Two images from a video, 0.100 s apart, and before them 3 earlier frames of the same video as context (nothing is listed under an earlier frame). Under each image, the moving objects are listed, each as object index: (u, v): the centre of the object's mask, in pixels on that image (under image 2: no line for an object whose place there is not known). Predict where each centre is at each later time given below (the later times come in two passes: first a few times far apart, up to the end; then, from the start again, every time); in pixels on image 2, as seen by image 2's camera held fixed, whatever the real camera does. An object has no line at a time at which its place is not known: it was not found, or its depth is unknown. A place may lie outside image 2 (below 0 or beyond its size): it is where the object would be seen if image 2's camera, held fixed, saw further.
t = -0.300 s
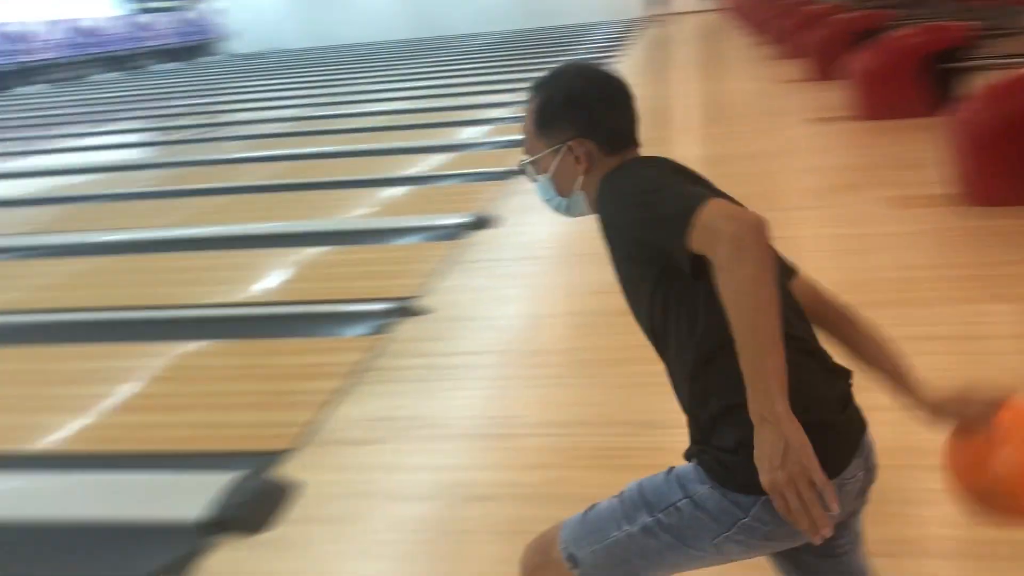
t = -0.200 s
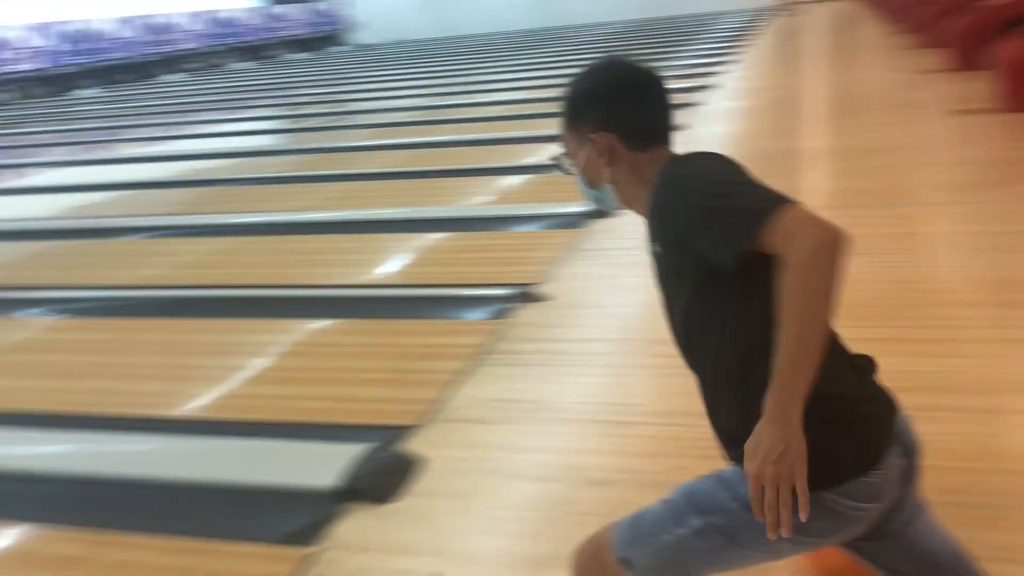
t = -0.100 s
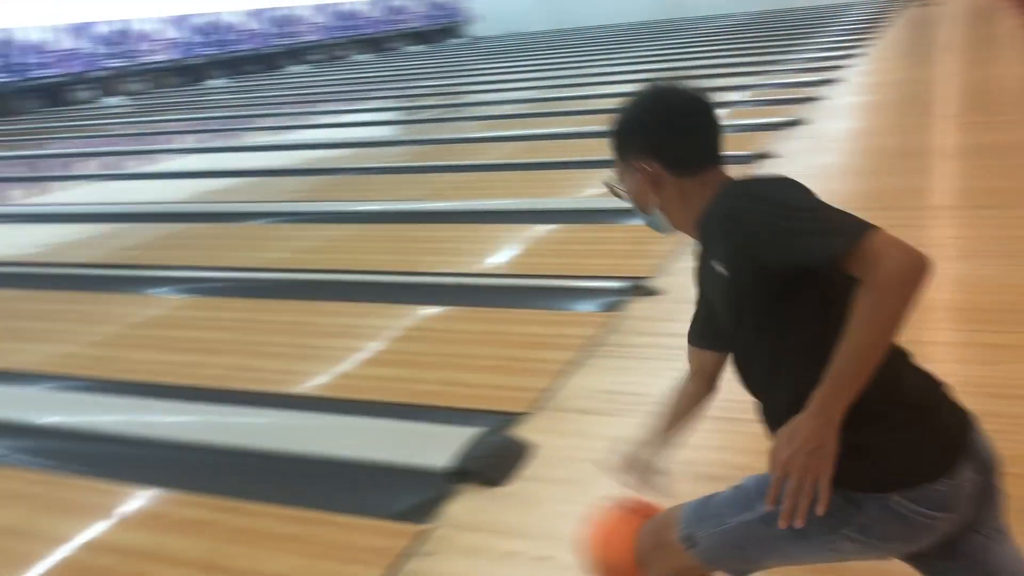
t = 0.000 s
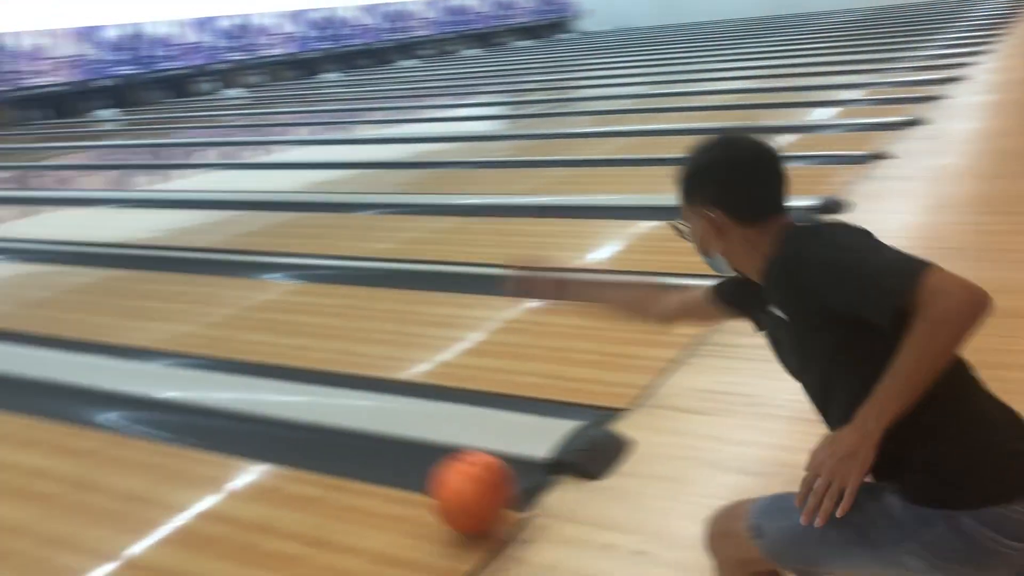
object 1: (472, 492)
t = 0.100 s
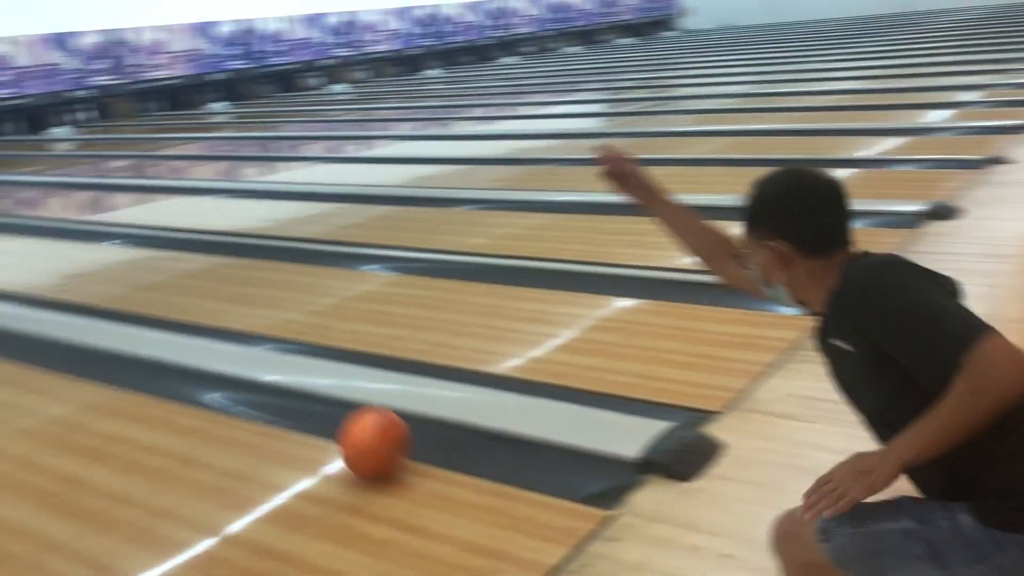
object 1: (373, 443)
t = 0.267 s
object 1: (155, 390)
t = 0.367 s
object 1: (60, 368)
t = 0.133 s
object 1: (322, 430)
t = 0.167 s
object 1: (275, 418)
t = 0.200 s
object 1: (232, 408)
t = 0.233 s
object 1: (190, 398)
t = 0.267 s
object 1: (155, 390)
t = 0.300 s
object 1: (120, 382)
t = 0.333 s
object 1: (90, 375)
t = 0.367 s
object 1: (60, 368)
